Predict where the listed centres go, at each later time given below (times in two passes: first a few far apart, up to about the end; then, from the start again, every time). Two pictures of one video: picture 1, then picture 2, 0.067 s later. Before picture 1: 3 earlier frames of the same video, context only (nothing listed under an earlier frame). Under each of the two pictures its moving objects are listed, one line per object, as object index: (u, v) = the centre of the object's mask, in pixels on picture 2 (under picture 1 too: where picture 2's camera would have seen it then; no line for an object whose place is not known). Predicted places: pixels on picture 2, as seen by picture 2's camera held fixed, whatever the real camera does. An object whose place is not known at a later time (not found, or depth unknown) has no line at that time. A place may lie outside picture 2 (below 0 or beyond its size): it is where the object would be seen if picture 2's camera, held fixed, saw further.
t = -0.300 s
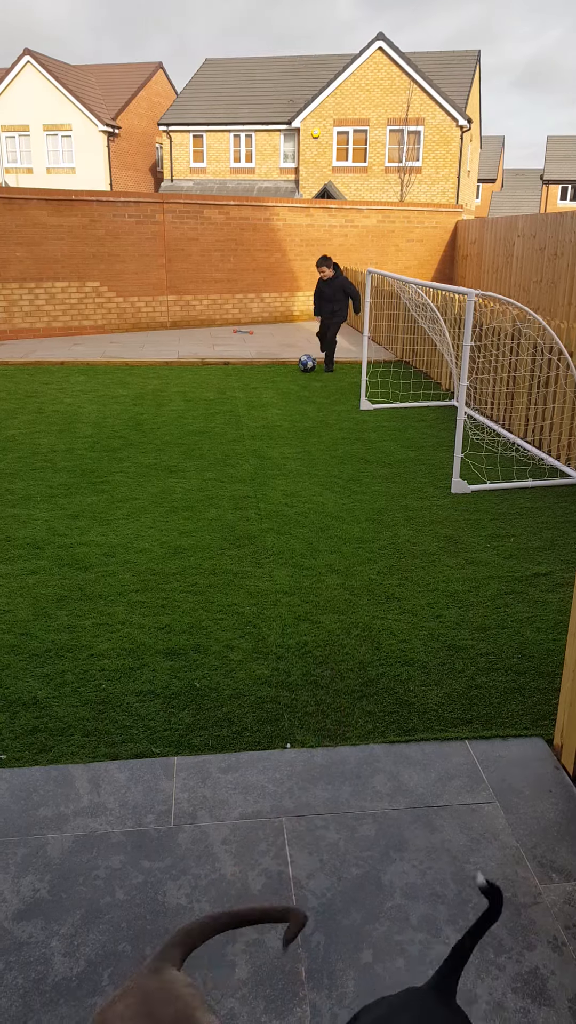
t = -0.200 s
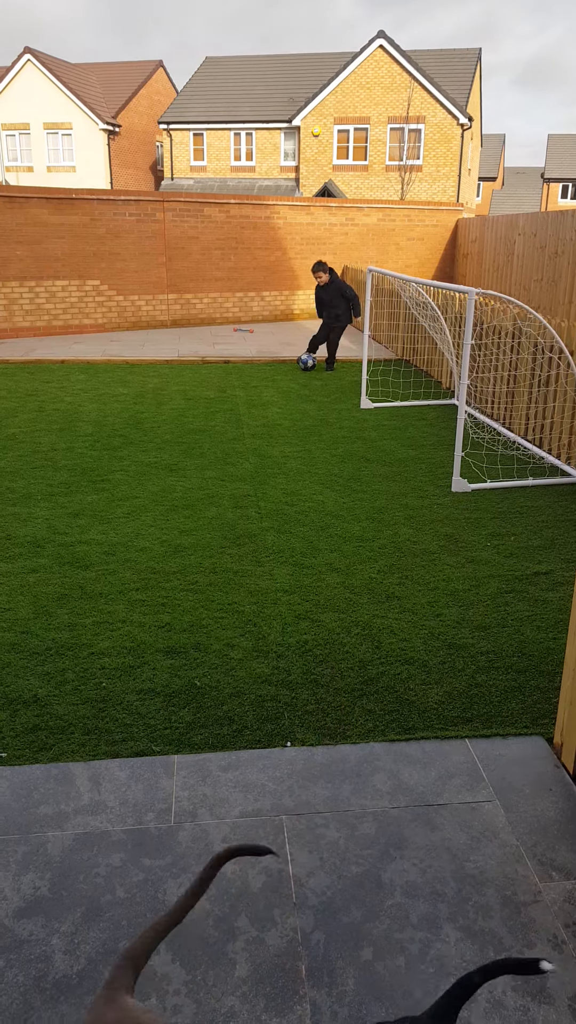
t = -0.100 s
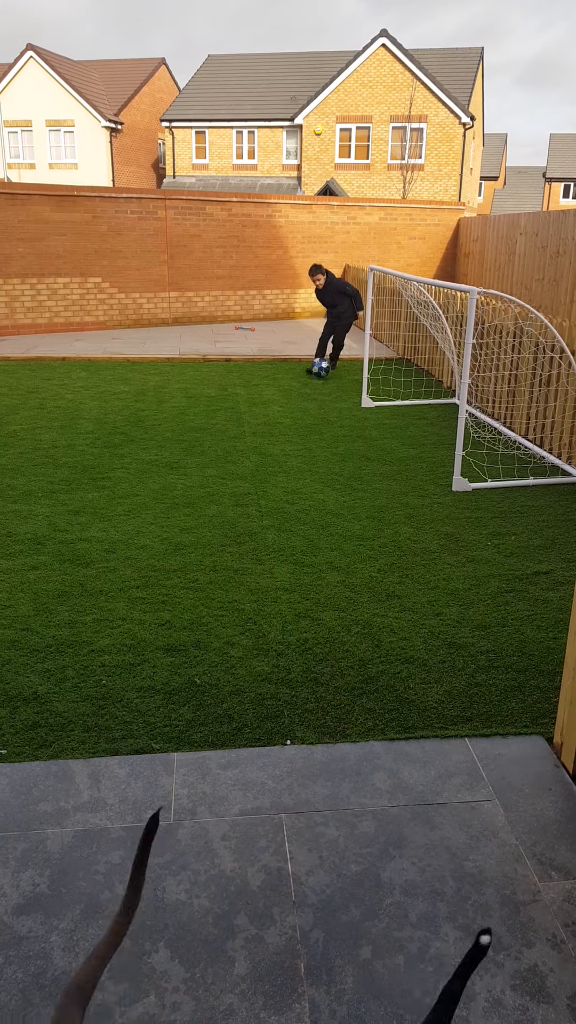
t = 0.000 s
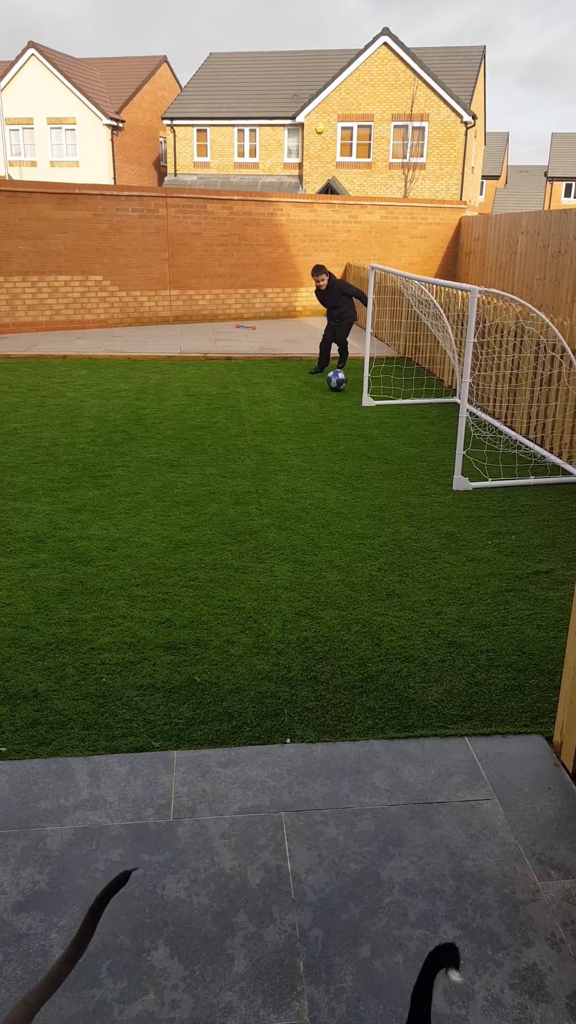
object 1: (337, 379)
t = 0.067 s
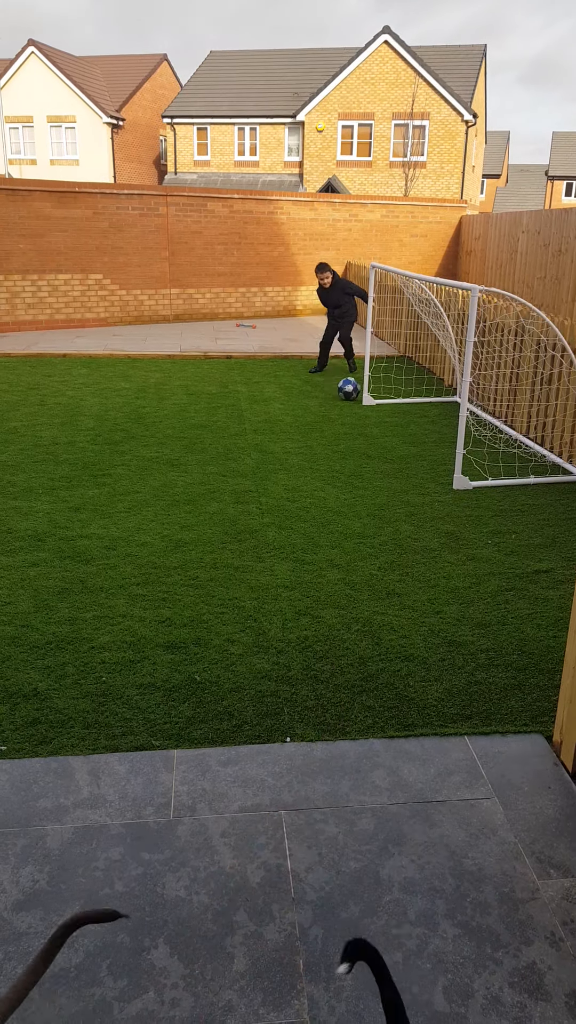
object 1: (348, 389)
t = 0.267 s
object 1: (353, 418)
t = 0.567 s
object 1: (354, 468)
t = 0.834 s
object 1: (355, 529)
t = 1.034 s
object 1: (356, 585)
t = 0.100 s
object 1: (352, 393)
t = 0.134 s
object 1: (353, 398)
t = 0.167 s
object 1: (353, 404)
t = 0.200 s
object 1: (353, 409)
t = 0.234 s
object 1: (353, 413)
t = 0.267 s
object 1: (353, 418)
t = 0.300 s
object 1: (352, 424)
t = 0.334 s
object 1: (352, 431)
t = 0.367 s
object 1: (353, 434)
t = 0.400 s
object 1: (353, 438)
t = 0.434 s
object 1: (353, 443)
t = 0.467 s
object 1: (353, 449)
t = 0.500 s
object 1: (352, 458)
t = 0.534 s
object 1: (353, 464)
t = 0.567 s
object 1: (354, 468)
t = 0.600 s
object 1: (354, 474)
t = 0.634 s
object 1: (354, 481)
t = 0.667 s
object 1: (354, 490)
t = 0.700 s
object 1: (354, 497)
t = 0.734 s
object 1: (355, 503)
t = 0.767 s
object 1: (355, 509)
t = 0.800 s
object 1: (355, 518)
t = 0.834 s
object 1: (355, 529)
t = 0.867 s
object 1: (355, 536)
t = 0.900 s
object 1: (356, 543)
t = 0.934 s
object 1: (355, 552)
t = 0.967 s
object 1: (355, 563)
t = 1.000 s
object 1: (355, 575)
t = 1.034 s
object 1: (356, 585)
